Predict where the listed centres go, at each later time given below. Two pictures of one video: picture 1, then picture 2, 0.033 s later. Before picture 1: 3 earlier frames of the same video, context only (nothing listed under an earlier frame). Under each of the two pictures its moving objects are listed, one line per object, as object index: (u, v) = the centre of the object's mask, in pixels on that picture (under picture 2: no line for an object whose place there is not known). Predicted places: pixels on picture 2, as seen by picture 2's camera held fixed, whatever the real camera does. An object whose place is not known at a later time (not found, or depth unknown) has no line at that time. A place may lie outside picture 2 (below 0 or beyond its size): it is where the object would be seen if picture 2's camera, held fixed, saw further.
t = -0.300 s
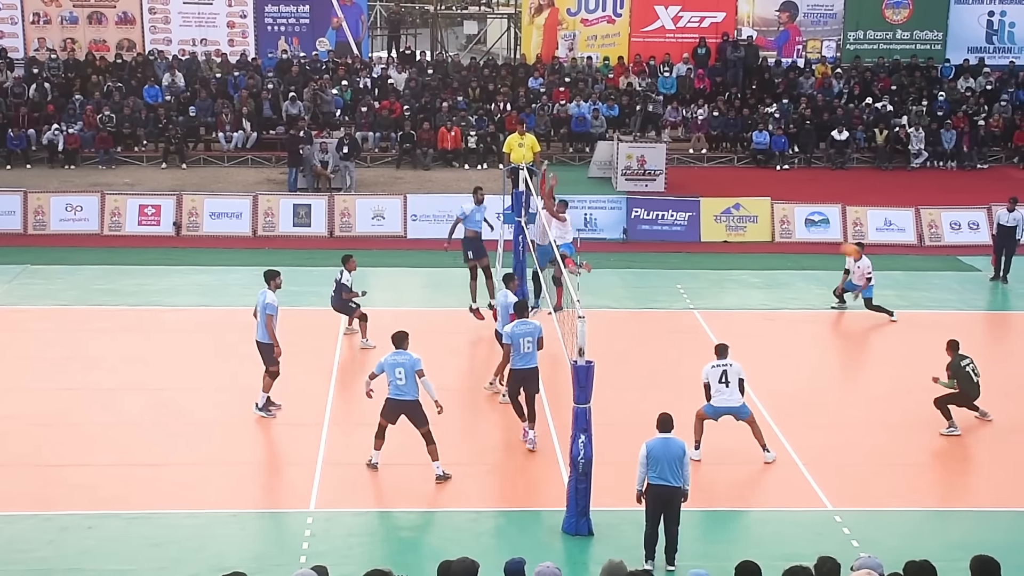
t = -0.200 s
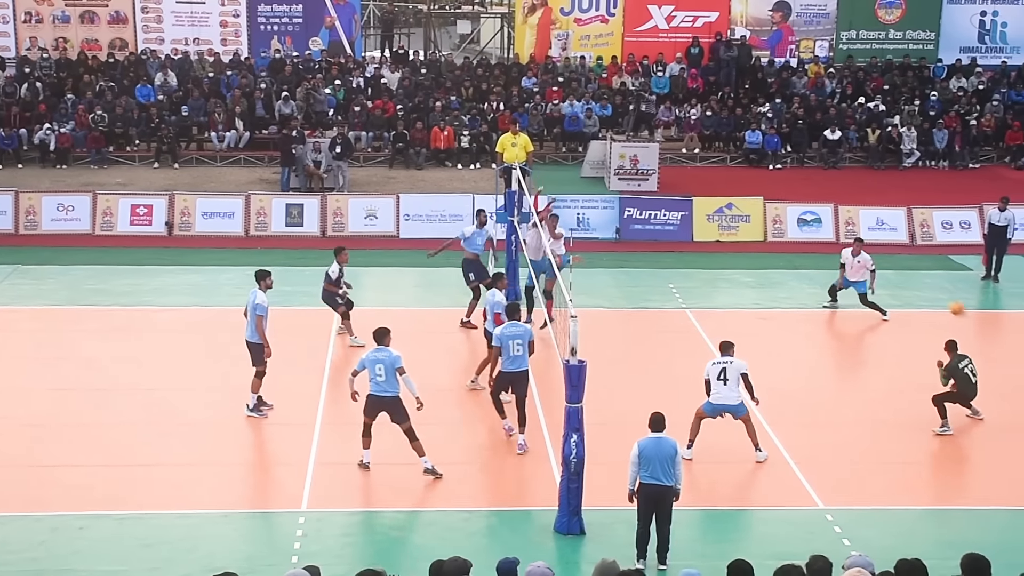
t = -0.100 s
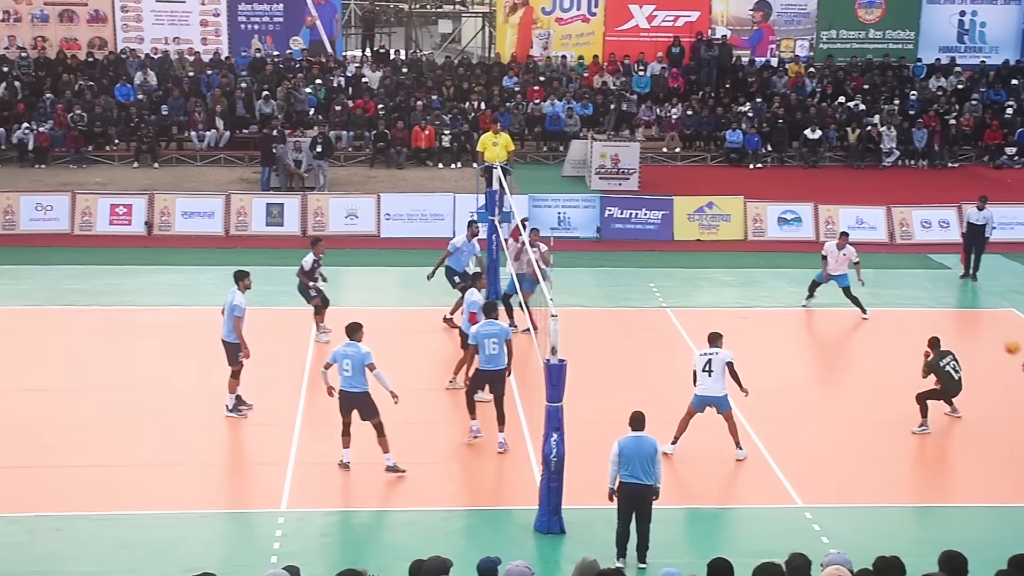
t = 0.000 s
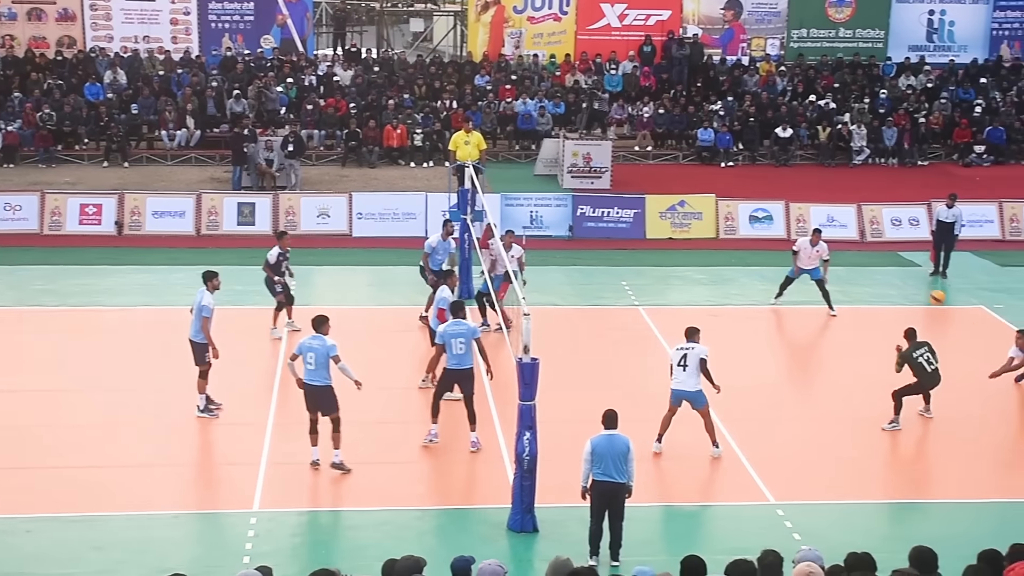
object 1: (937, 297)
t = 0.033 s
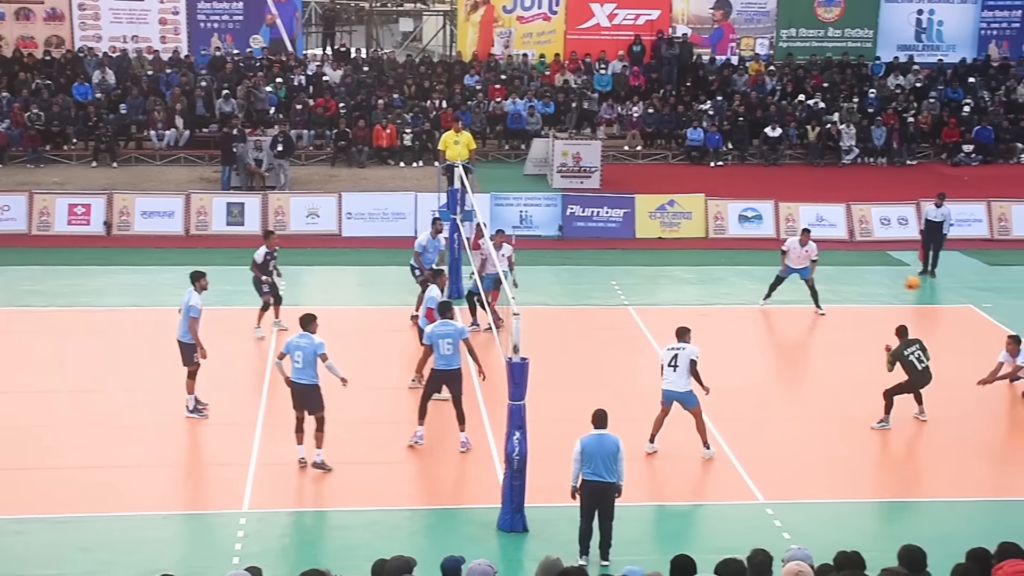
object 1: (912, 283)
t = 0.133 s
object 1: (869, 247)
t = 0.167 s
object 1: (856, 238)
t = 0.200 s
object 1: (843, 228)
